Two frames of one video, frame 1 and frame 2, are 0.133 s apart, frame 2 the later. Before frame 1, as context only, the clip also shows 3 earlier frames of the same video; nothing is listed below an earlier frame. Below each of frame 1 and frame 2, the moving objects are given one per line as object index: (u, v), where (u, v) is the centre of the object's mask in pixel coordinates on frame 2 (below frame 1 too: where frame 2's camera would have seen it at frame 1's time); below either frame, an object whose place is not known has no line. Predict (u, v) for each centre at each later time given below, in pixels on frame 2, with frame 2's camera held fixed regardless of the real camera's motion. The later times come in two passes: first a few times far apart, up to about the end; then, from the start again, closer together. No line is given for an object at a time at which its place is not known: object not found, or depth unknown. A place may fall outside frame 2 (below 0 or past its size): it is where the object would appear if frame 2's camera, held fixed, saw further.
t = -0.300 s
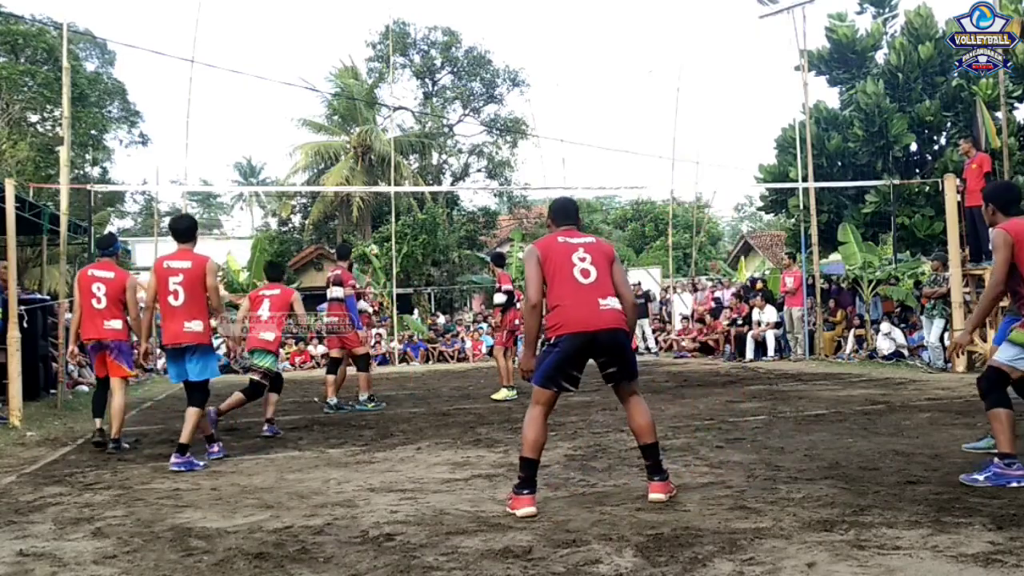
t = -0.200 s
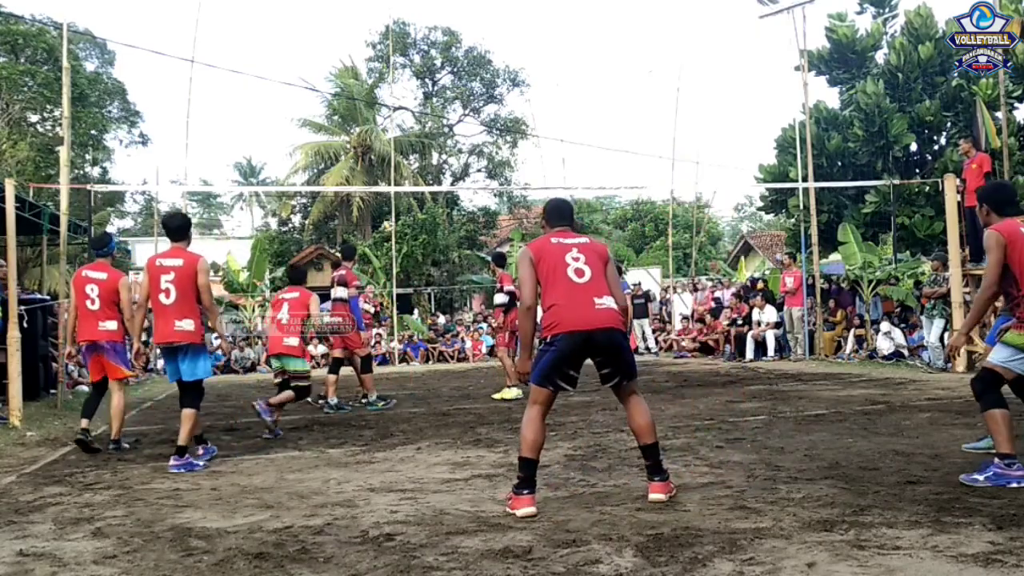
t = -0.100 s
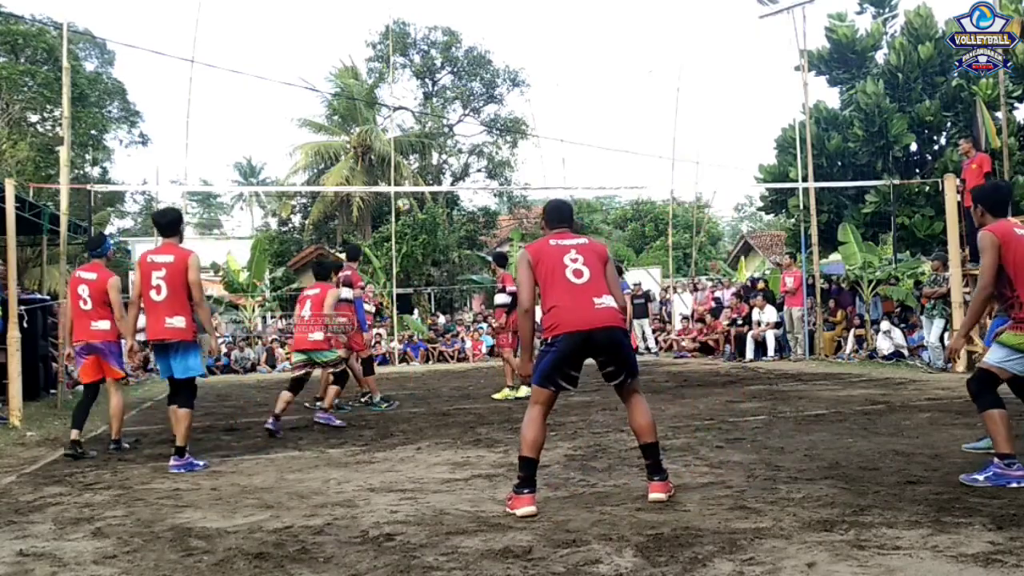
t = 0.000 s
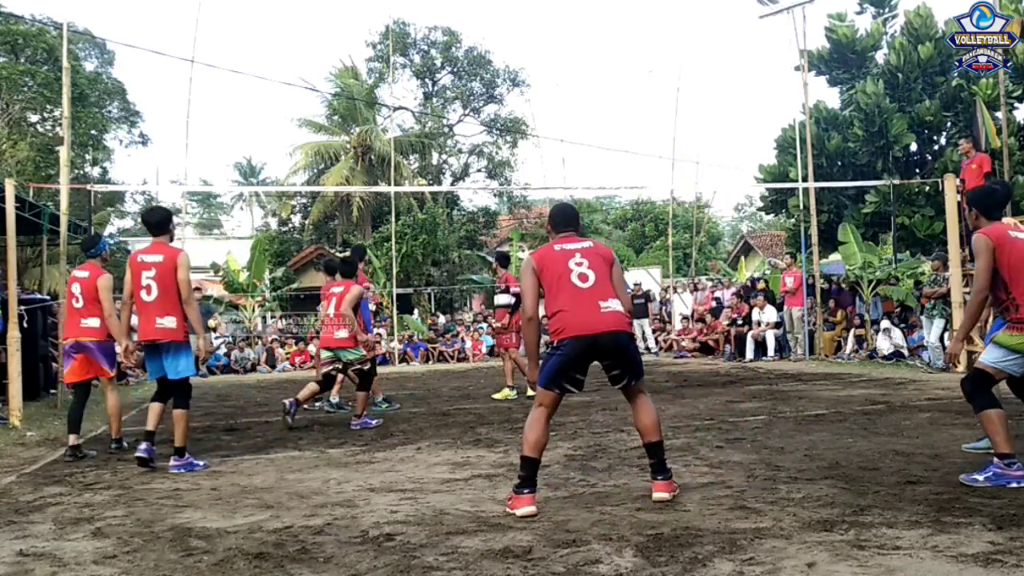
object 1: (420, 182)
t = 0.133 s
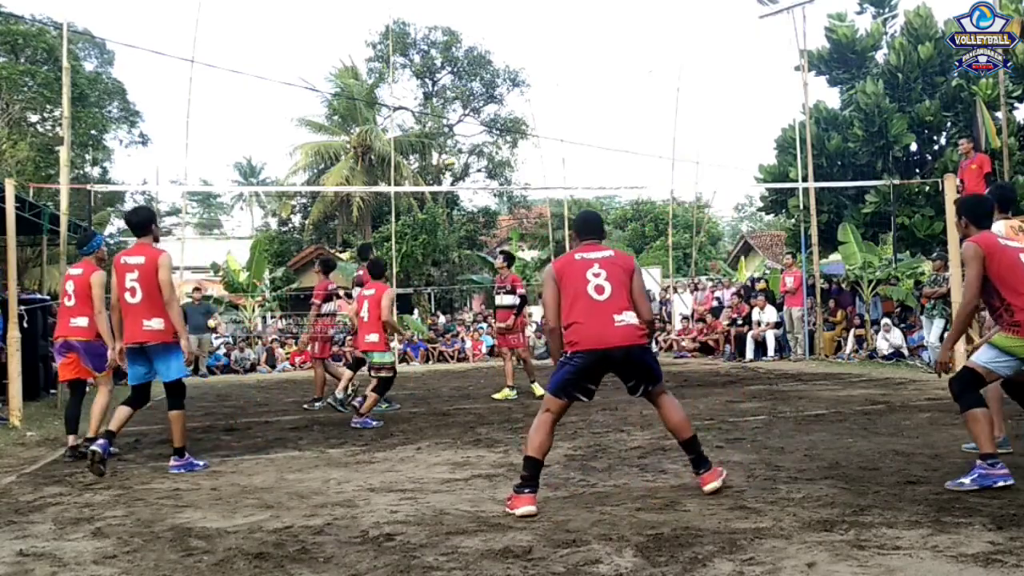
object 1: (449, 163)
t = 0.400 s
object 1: (533, 146)
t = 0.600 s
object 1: (650, 179)
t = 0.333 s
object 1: (506, 145)
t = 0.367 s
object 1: (518, 146)
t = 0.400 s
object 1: (533, 146)
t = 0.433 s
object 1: (548, 148)
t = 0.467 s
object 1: (564, 151)
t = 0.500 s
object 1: (582, 155)
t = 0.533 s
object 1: (602, 162)
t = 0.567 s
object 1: (625, 170)
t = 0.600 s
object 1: (650, 179)
